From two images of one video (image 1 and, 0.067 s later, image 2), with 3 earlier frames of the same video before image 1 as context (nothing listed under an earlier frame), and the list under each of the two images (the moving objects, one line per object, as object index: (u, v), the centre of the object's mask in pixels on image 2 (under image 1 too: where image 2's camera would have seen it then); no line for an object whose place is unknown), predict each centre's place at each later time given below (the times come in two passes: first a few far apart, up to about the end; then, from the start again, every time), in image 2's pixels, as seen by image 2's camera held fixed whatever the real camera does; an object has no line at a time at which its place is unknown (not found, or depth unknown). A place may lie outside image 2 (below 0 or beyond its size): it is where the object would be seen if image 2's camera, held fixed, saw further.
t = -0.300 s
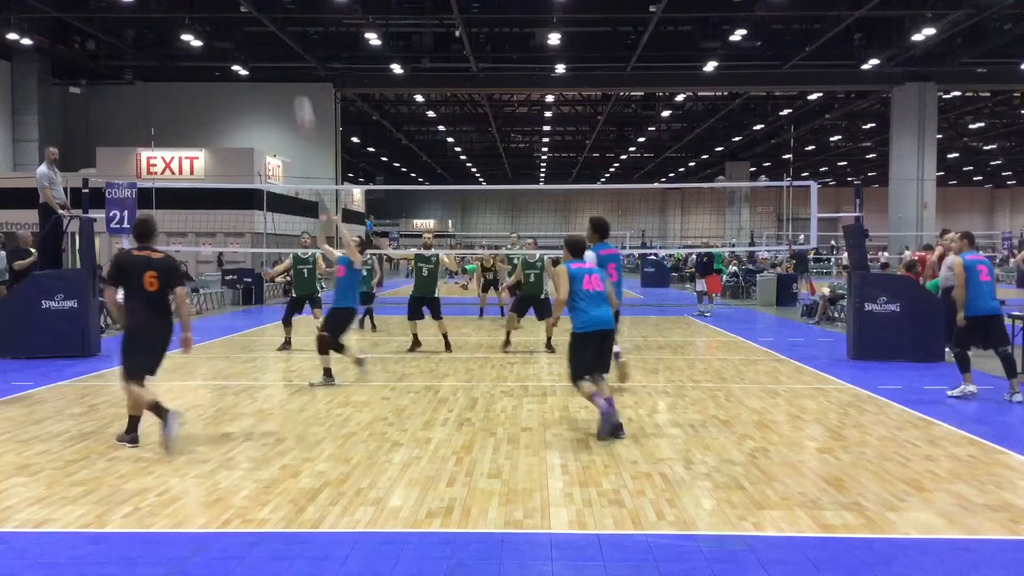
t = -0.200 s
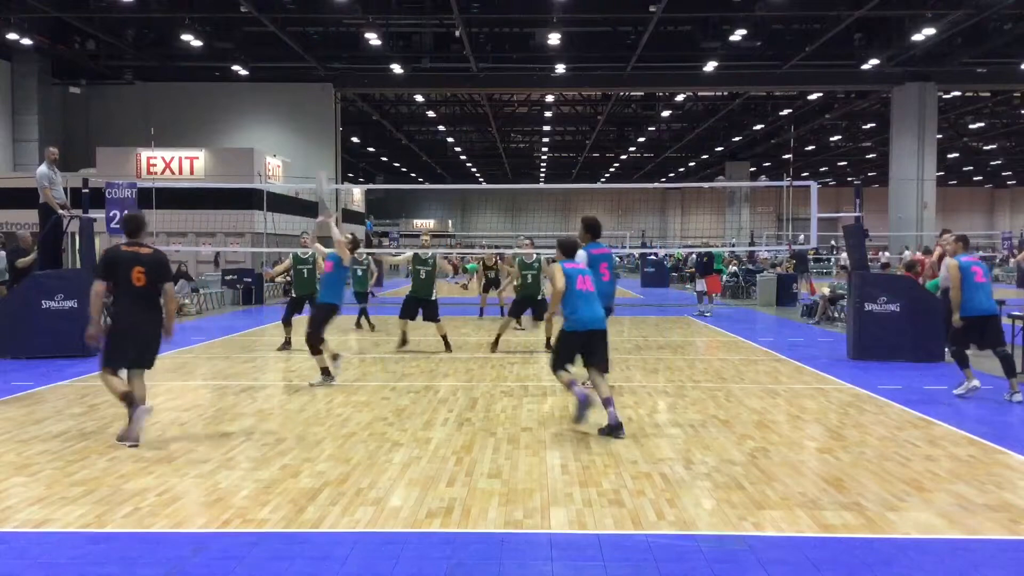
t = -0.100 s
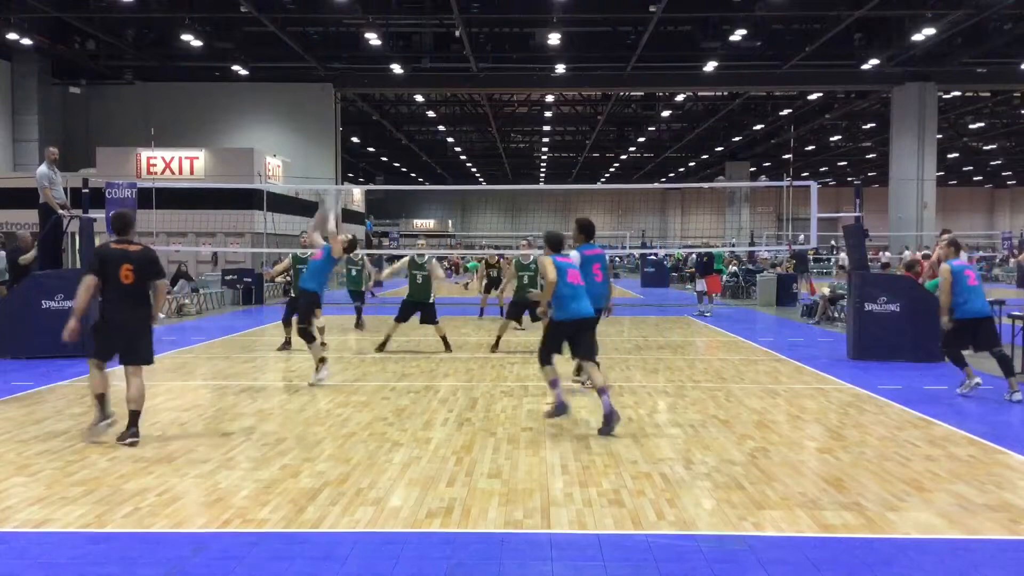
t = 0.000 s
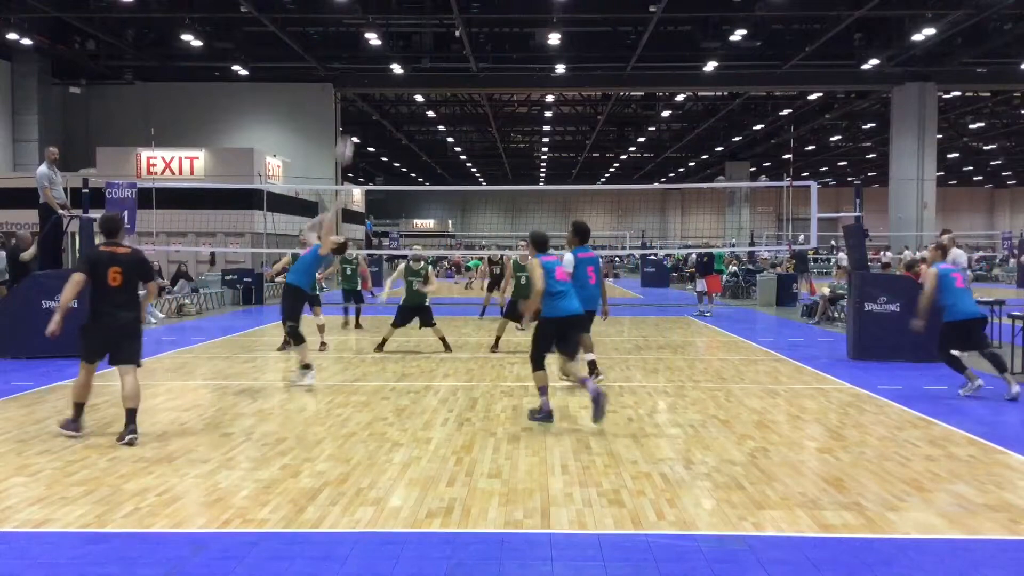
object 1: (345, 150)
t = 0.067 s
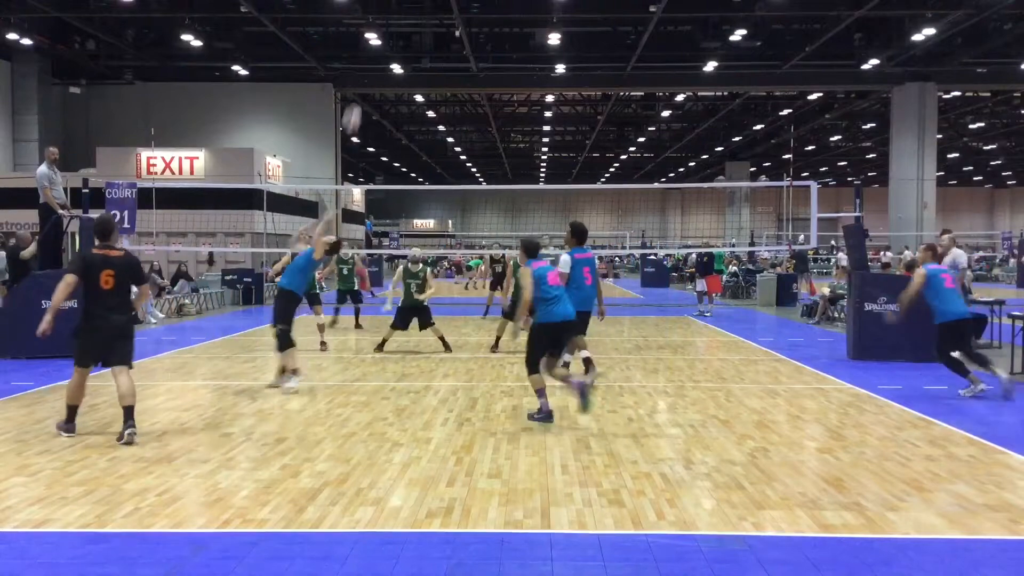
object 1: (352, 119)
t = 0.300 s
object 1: (378, 39)
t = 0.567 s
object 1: (408, 9)
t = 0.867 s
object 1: (442, 49)
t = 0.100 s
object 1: (355, 105)
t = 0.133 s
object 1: (359, 91)
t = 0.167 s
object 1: (363, 79)
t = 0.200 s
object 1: (366, 68)
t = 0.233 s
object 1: (370, 57)
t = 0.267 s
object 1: (373, 48)
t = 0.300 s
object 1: (378, 39)
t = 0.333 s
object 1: (382, 30)
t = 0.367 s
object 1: (385, 26)
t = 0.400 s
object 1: (389, 20)
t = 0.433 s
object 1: (392, 15)
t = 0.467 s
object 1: (396, 12)
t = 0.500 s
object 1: (400, 10)
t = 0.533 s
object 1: (404, 9)
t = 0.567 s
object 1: (408, 9)
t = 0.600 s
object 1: (412, 9)
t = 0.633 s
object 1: (416, 10)
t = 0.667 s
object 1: (420, 13)
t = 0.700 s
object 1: (423, 16)
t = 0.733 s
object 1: (427, 21)
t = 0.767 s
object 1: (431, 26)
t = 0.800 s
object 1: (434, 33)
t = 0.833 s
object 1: (438, 40)
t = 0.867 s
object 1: (442, 49)
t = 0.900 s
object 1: (446, 58)
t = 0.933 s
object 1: (450, 69)
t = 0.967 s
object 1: (454, 81)
